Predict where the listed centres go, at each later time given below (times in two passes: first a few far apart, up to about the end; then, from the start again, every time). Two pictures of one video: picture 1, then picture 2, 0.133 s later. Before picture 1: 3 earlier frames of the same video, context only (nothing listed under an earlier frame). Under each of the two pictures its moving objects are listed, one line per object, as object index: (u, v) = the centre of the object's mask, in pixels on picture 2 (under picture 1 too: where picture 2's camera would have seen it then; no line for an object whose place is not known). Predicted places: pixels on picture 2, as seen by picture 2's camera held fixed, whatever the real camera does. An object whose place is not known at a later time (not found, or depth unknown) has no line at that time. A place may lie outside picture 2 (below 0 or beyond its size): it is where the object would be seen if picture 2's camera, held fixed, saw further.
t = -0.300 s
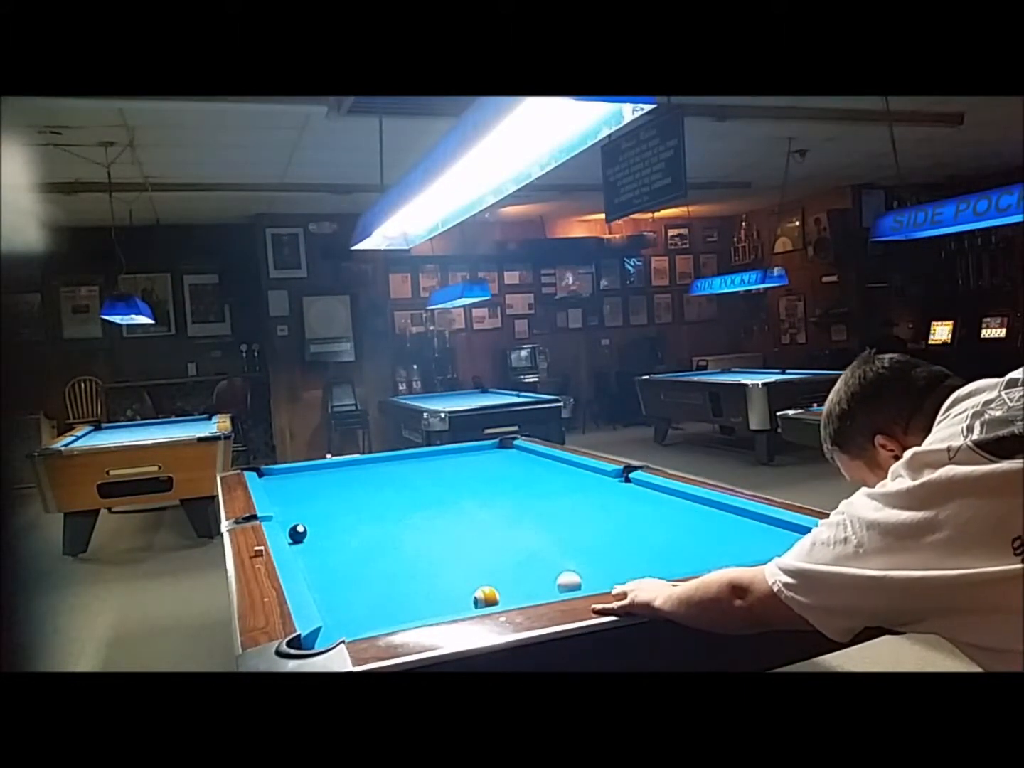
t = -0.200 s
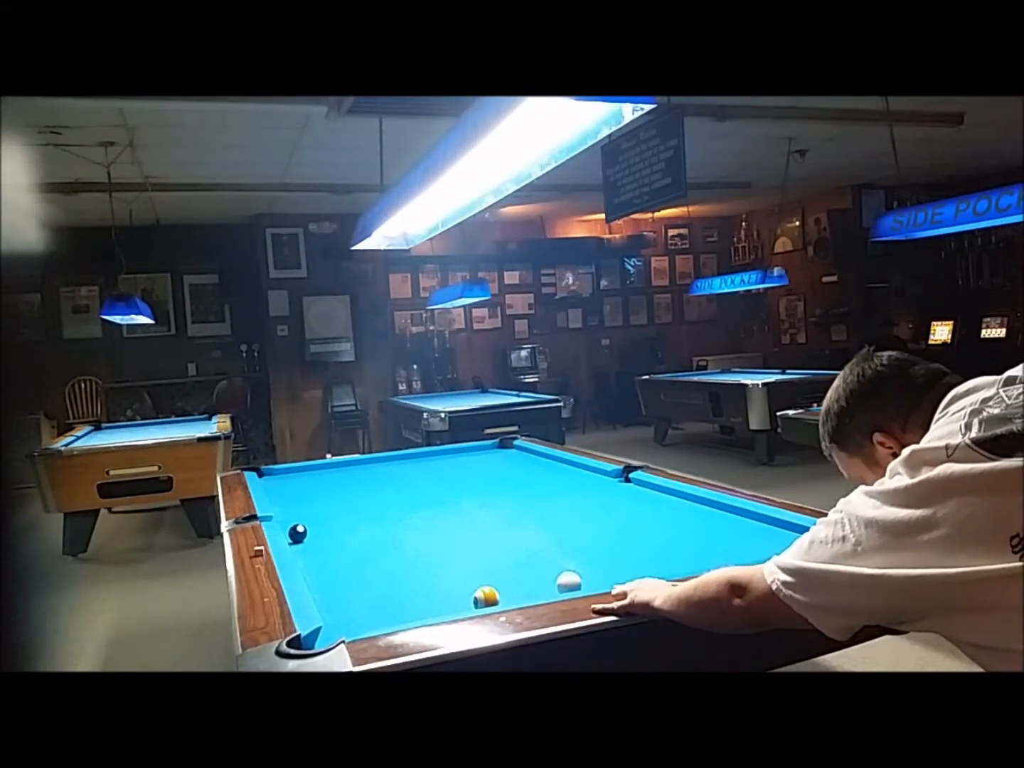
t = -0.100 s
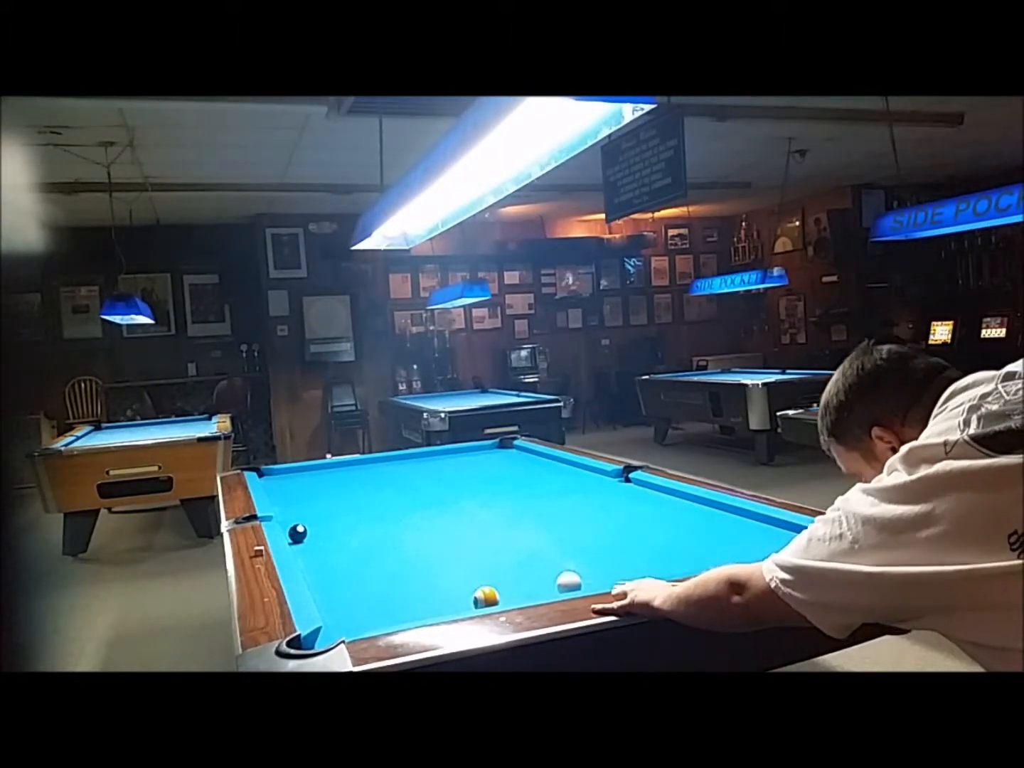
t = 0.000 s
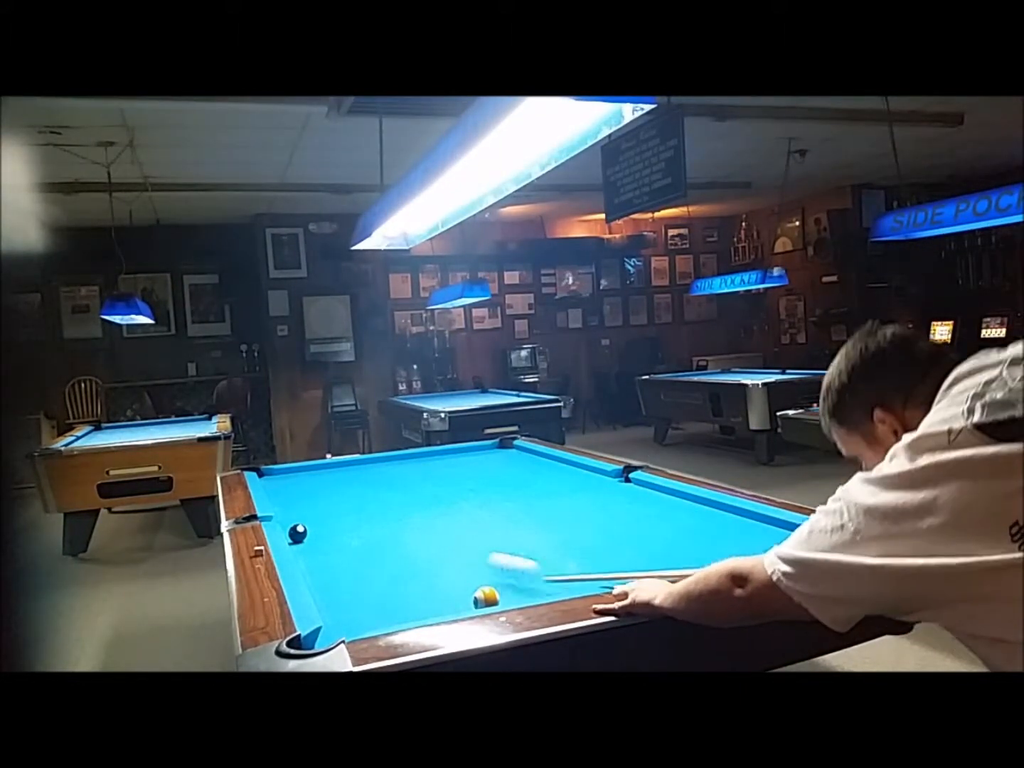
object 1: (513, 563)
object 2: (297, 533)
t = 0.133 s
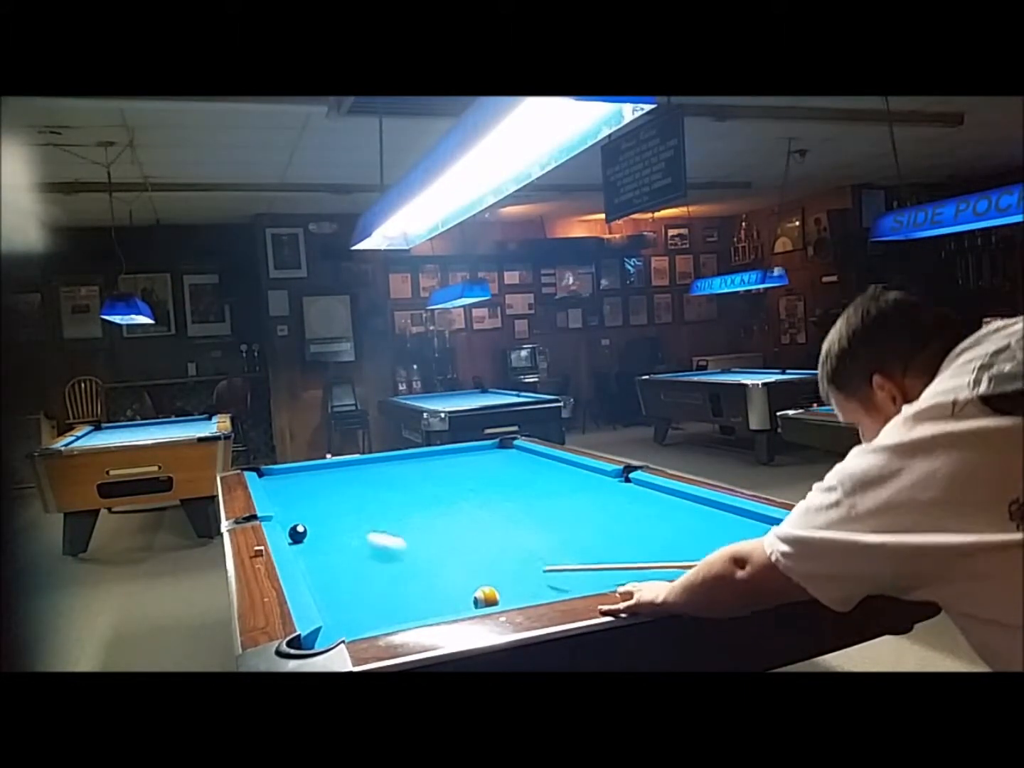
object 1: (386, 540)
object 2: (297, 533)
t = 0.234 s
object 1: (321, 528)
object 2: (296, 533)
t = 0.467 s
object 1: (327, 497)
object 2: (373, 515)
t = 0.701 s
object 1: (321, 477)
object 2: (445, 502)
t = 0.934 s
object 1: (321, 467)
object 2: (508, 490)
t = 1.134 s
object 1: (335, 474)
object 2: (557, 480)
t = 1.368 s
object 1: (352, 483)
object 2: (598, 473)
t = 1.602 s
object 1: (372, 493)
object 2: (568, 477)
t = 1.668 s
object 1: (377, 496)
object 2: (560, 475)
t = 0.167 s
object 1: (362, 536)
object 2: (297, 533)
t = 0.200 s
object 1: (338, 532)
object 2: (297, 533)
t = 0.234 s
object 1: (321, 528)
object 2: (296, 533)
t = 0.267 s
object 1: (321, 523)
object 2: (300, 531)
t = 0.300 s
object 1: (324, 517)
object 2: (315, 529)
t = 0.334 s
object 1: (327, 512)
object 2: (326, 527)
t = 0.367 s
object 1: (327, 508)
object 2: (340, 523)
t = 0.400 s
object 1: (328, 504)
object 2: (351, 520)
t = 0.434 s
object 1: (327, 500)
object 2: (363, 518)
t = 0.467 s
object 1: (327, 497)
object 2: (373, 515)
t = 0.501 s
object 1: (326, 494)
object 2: (385, 514)
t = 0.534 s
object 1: (325, 491)
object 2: (395, 511)
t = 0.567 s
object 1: (324, 488)
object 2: (406, 510)
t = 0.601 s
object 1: (323, 485)
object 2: (415, 507)
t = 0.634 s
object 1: (322, 483)
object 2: (426, 506)
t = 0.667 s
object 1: (322, 480)
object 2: (435, 504)
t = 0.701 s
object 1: (321, 477)
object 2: (445, 502)
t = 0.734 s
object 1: (321, 475)
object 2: (454, 500)
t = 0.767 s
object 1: (320, 472)
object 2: (464, 498)
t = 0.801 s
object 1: (319, 470)
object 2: (473, 497)
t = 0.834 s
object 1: (319, 467)
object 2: (482, 495)
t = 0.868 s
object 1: (318, 466)
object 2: (491, 494)
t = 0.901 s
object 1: (320, 466)
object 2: (499, 491)
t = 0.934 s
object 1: (321, 467)
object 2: (508, 490)
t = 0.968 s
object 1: (324, 469)
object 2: (516, 488)
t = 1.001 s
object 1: (326, 470)
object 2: (525, 487)
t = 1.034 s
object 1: (329, 471)
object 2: (532, 485)
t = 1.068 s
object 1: (331, 472)
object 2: (541, 484)
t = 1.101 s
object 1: (333, 473)
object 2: (548, 483)
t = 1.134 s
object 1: (335, 474)
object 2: (557, 480)
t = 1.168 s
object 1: (337, 475)
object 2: (564, 480)
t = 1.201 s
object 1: (340, 477)
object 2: (571, 477)
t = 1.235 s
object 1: (342, 478)
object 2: (579, 477)
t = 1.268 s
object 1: (345, 479)
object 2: (586, 475)
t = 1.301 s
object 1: (347, 481)
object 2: (593, 474)
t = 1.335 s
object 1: (349, 482)
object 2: (600, 473)
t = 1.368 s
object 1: (352, 483)
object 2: (598, 473)
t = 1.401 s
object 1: (355, 485)
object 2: (593, 474)
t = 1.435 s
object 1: (357, 486)
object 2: (589, 475)
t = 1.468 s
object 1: (360, 487)
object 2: (586, 476)
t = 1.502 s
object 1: (363, 489)
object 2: (581, 476)
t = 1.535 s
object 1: (366, 490)
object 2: (576, 477)
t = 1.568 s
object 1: (369, 492)
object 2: (572, 478)
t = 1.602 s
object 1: (372, 493)
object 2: (568, 477)
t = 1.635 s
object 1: (375, 495)
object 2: (564, 477)
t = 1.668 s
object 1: (377, 496)
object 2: (560, 475)
